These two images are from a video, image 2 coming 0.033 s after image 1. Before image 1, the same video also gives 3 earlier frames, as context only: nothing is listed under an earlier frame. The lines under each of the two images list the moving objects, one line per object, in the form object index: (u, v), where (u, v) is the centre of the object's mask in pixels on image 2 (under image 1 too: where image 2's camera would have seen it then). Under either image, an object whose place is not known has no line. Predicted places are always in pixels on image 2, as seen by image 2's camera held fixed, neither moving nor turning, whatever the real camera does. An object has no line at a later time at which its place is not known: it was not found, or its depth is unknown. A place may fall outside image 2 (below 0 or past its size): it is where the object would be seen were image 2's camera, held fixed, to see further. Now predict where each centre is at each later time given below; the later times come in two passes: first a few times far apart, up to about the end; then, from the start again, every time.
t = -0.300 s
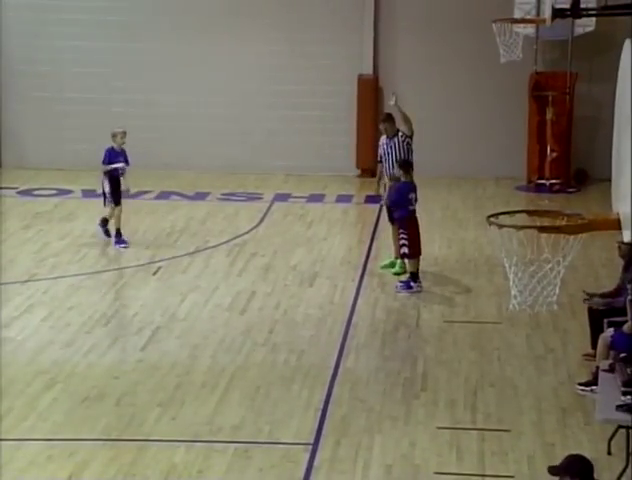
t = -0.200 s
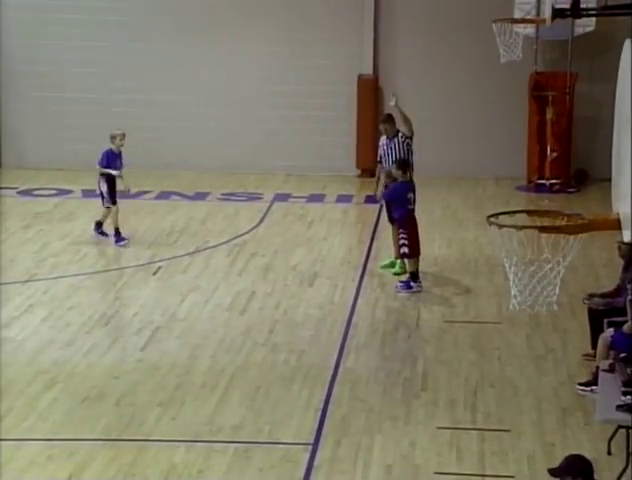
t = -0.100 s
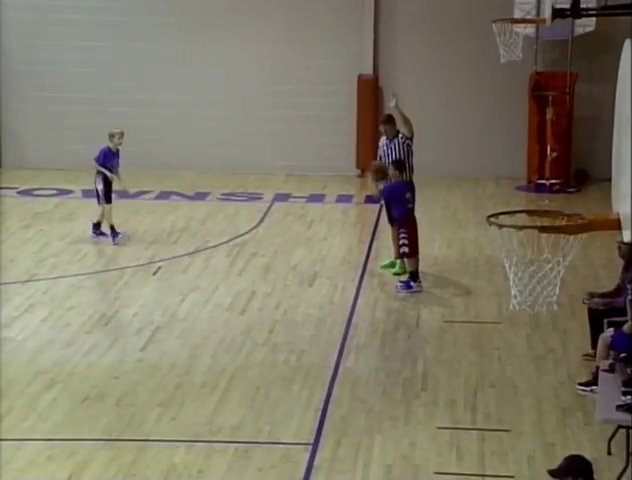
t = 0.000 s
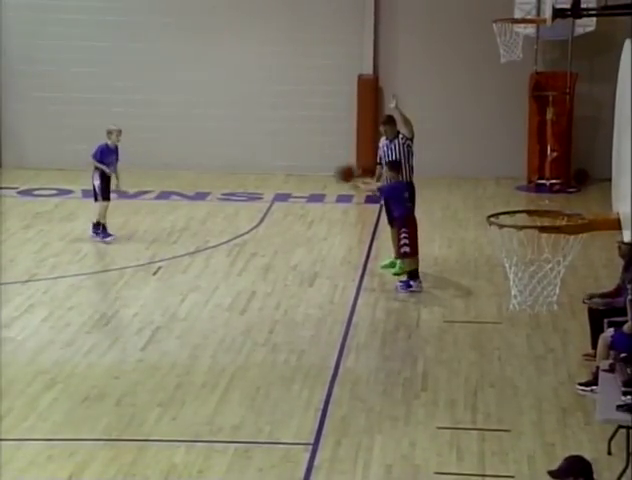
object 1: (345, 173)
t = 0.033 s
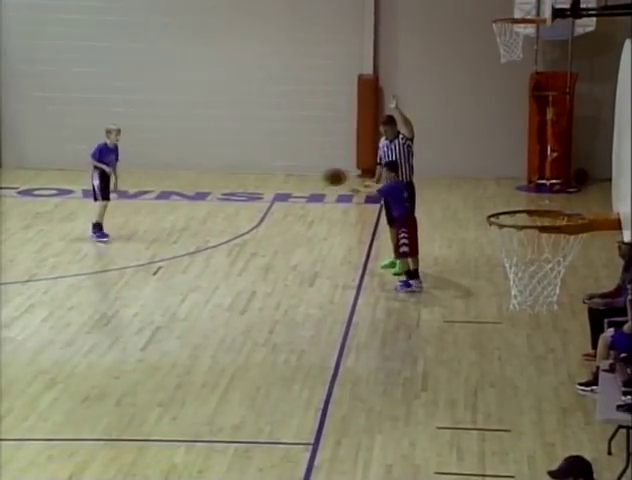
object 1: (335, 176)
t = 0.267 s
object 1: (254, 223)
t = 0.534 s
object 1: (193, 208)
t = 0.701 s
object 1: (167, 180)
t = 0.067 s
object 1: (323, 181)
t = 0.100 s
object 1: (312, 185)
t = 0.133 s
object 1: (300, 191)
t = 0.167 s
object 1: (289, 197)
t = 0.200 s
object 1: (277, 207)
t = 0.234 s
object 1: (265, 214)
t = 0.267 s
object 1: (254, 223)
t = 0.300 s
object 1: (243, 232)
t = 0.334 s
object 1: (232, 243)
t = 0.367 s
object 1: (222, 252)
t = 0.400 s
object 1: (216, 244)
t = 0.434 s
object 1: (211, 233)
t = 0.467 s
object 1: (205, 223)
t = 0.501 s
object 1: (199, 214)
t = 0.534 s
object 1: (193, 208)
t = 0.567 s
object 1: (189, 199)
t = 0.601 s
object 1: (183, 193)
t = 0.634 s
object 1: (177, 188)
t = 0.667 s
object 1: (172, 184)
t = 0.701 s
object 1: (167, 180)
